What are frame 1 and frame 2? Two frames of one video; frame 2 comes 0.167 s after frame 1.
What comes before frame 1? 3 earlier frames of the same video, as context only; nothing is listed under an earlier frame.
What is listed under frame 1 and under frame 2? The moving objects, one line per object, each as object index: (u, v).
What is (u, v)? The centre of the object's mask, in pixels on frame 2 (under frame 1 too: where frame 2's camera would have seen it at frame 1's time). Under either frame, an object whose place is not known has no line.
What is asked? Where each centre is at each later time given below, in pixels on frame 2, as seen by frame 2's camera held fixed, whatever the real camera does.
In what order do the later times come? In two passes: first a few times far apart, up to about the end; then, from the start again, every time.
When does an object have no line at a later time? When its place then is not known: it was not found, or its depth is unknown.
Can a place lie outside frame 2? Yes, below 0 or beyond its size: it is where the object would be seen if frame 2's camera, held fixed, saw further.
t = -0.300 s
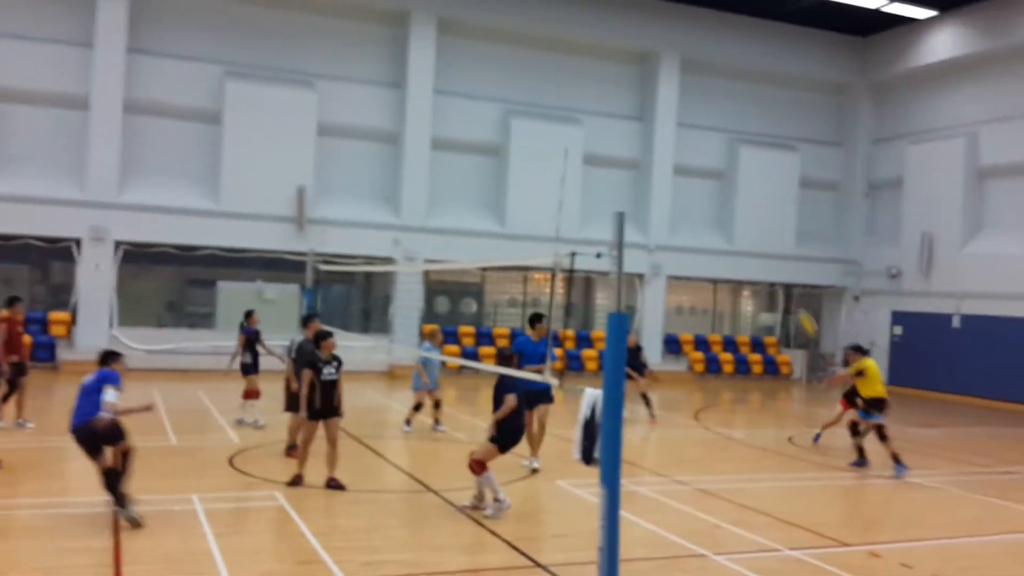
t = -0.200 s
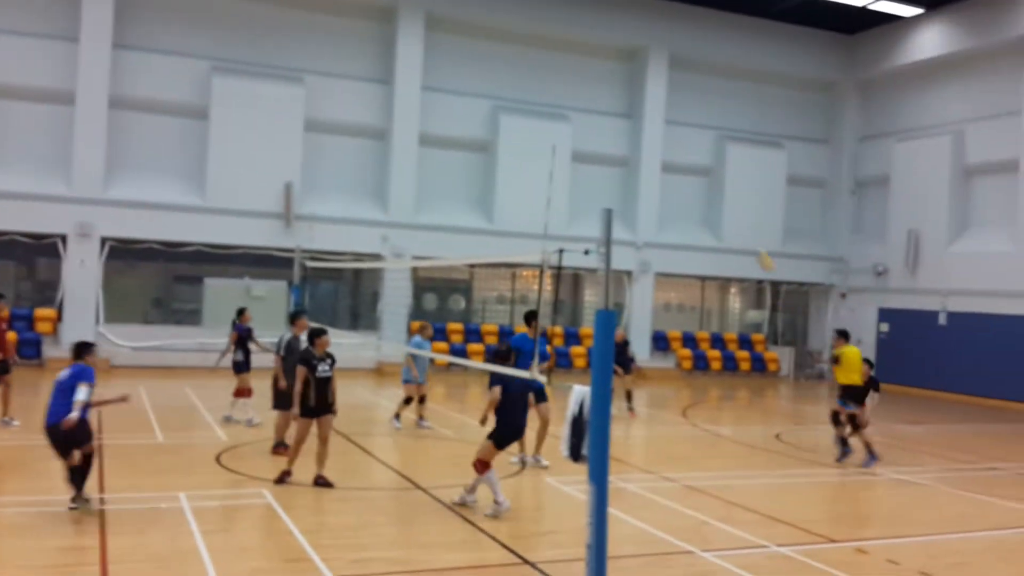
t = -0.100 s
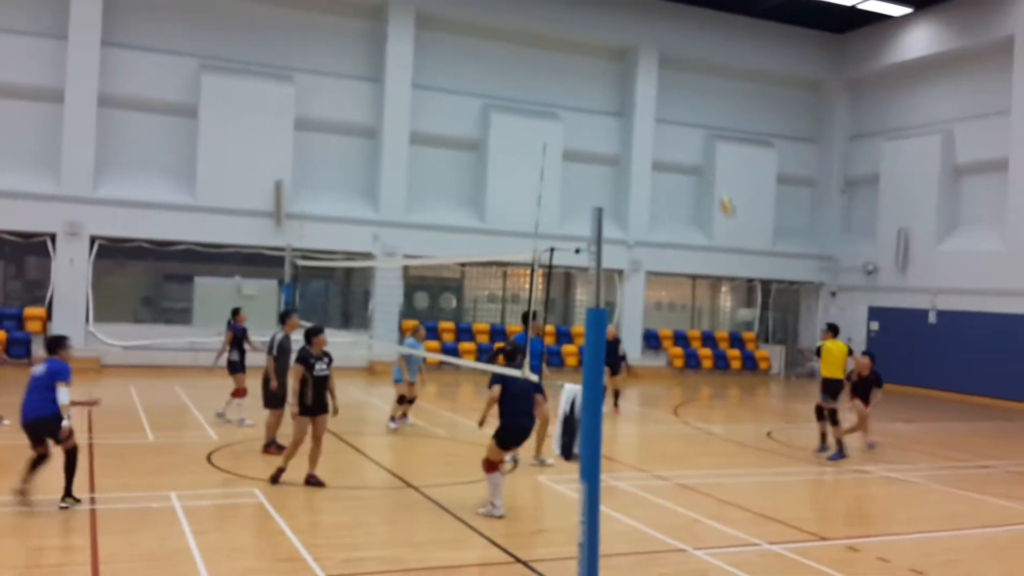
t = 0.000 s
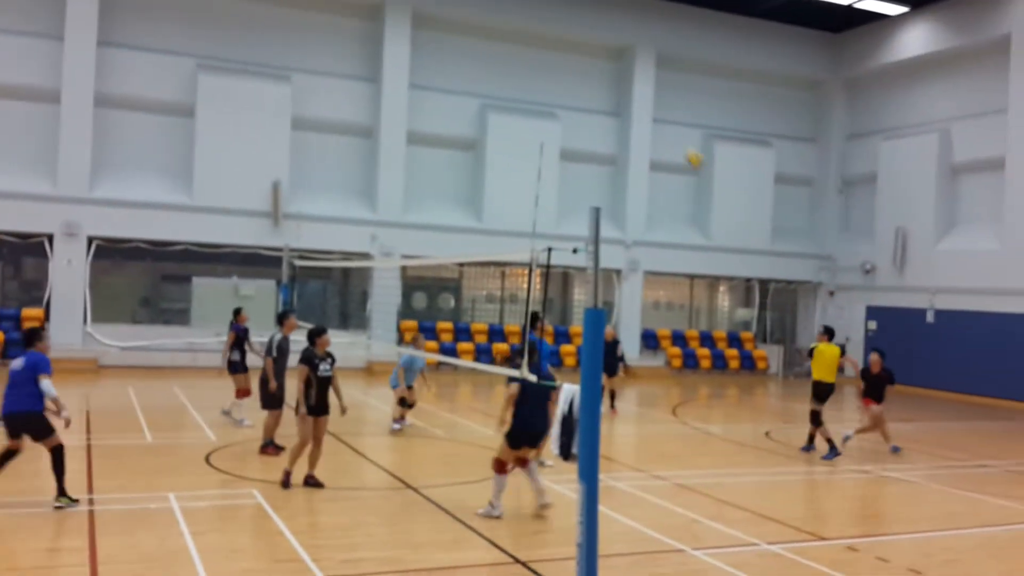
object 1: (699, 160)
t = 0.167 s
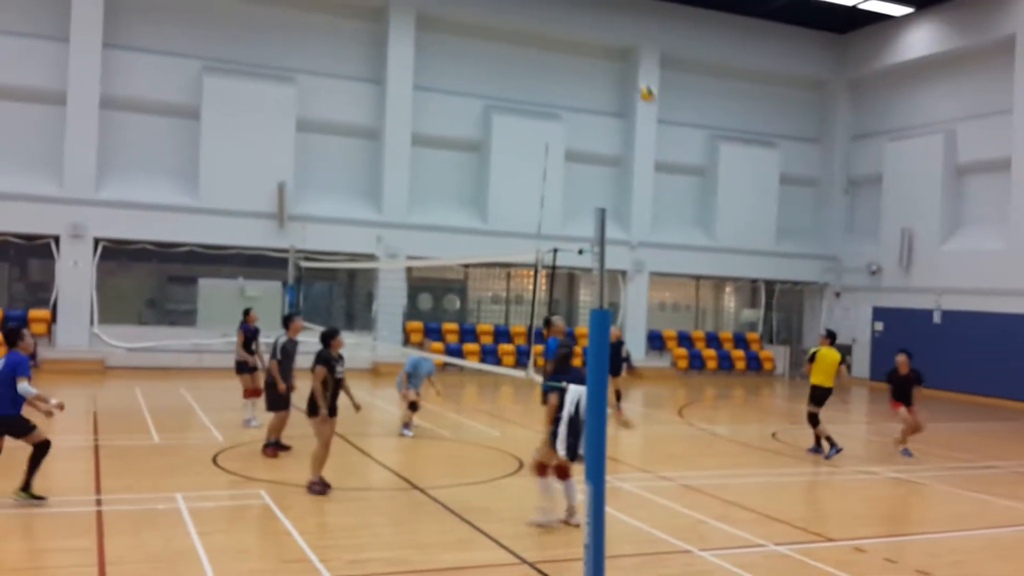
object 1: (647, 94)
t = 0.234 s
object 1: (625, 72)
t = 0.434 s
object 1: (559, 28)
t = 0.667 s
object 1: (477, 16)
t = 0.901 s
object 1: (392, 49)
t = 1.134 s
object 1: (298, 133)
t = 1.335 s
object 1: (205, 253)
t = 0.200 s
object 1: (637, 83)
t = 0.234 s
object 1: (625, 72)
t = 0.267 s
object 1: (614, 62)
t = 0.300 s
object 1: (603, 53)
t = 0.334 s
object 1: (592, 46)
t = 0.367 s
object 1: (582, 39)
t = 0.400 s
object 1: (570, 33)
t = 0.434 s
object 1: (559, 28)
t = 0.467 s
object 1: (548, 24)
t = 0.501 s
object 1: (534, 20)
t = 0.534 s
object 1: (527, 18)
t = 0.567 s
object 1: (515, 16)
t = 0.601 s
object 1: (504, 15)
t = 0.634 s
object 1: (492, 16)
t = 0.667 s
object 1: (477, 16)
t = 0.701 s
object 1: (464, 16)
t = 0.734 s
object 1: (454, 19)
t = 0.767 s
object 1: (442, 23)
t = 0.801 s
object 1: (428, 27)
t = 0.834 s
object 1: (418, 33)
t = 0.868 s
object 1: (405, 41)
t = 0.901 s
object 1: (392, 49)
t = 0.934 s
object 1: (380, 57)
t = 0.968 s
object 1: (366, 68)
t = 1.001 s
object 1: (352, 79)
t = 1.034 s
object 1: (339, 91)
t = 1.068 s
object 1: (324, 105)
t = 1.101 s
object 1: (311, 118)
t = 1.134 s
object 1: (298, 133)
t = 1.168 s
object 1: (281, 151)
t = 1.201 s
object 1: (268, 167)
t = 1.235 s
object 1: (253, 187)
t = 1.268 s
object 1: (238, 207)
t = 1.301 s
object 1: (223, 228)
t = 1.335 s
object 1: (205, 253)
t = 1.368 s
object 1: (191, 273)
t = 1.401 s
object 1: (175, 296)
